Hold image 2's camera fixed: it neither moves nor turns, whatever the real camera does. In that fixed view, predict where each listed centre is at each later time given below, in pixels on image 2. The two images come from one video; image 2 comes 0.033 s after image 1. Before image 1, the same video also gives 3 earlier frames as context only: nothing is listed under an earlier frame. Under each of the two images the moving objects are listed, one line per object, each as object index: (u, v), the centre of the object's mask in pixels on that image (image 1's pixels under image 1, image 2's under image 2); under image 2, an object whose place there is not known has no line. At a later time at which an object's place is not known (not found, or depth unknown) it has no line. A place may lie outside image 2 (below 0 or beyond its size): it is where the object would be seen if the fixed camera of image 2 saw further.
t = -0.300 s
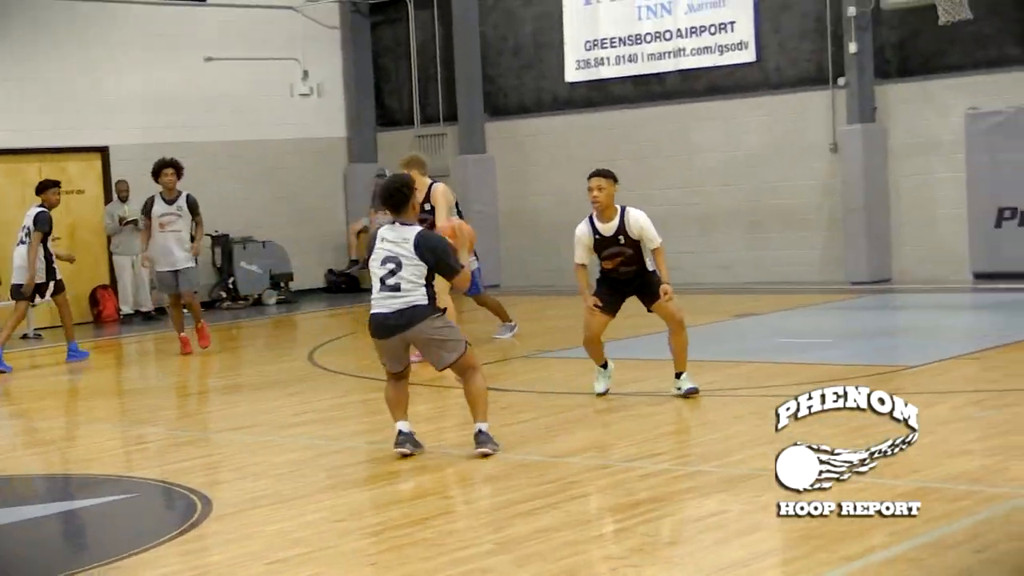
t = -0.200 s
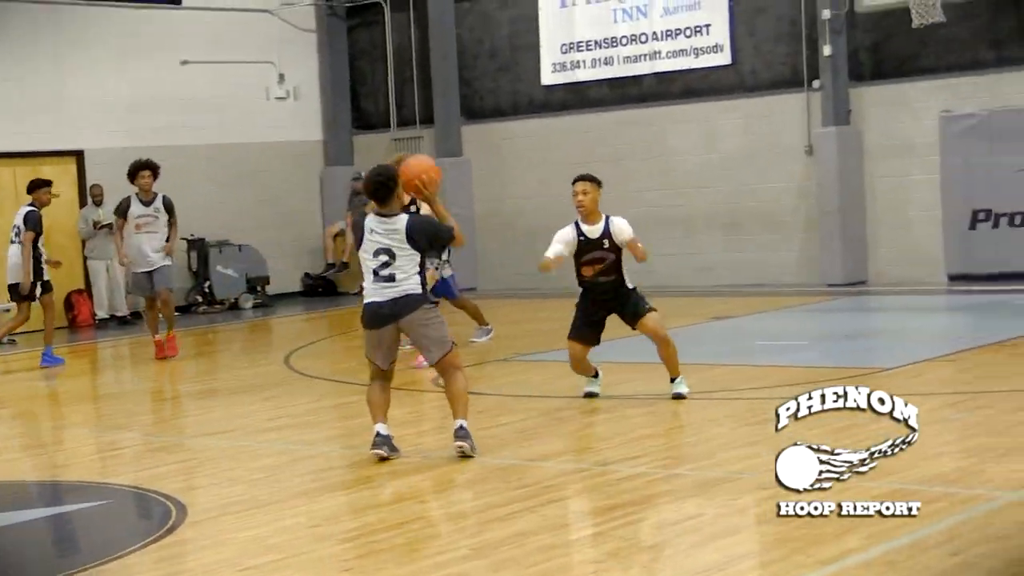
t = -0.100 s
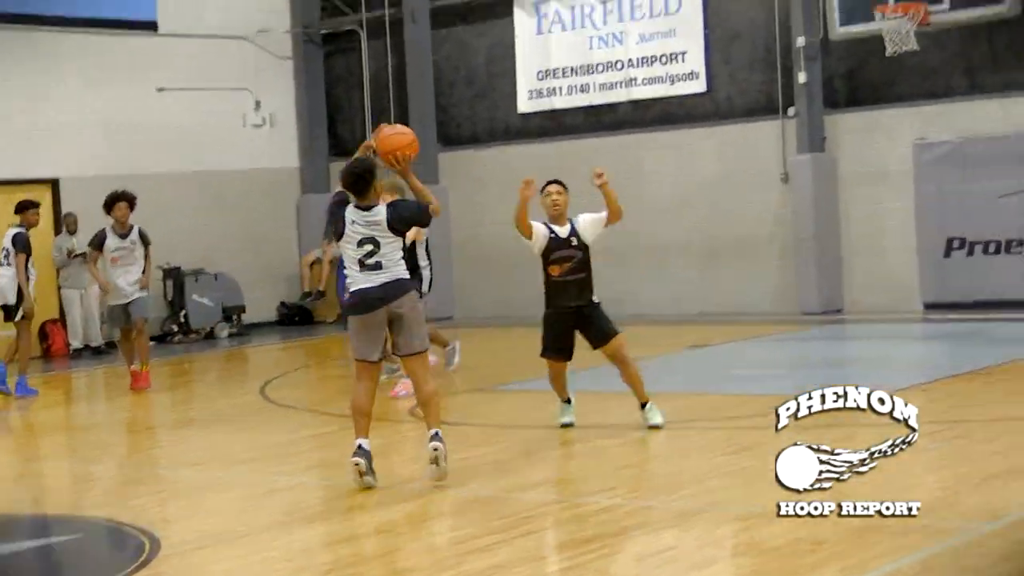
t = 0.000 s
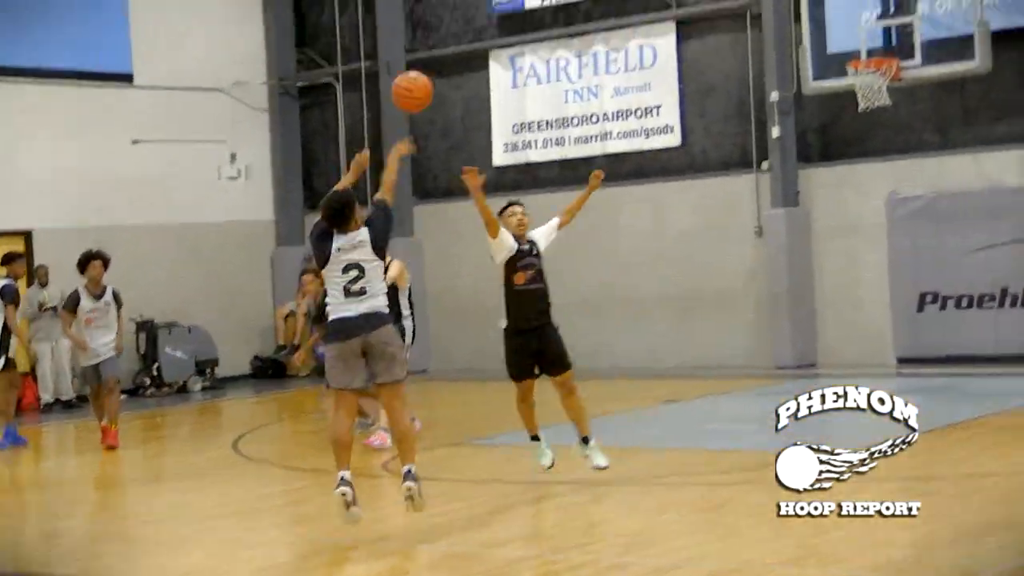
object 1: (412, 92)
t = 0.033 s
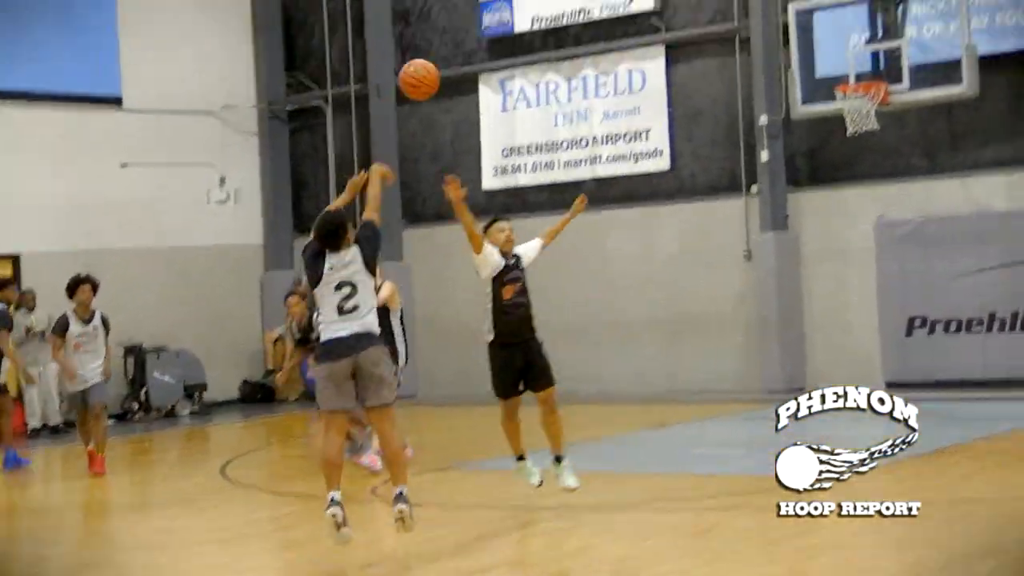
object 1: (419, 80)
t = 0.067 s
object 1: (437, 48)
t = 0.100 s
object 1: (454, 17)
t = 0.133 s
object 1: (470, -9)
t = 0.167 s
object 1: (486, -35)
